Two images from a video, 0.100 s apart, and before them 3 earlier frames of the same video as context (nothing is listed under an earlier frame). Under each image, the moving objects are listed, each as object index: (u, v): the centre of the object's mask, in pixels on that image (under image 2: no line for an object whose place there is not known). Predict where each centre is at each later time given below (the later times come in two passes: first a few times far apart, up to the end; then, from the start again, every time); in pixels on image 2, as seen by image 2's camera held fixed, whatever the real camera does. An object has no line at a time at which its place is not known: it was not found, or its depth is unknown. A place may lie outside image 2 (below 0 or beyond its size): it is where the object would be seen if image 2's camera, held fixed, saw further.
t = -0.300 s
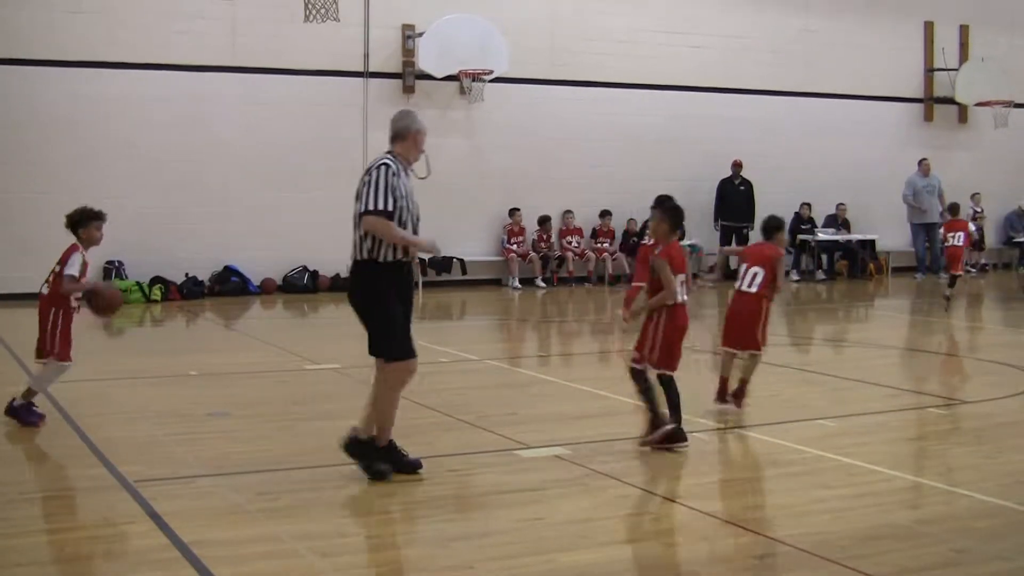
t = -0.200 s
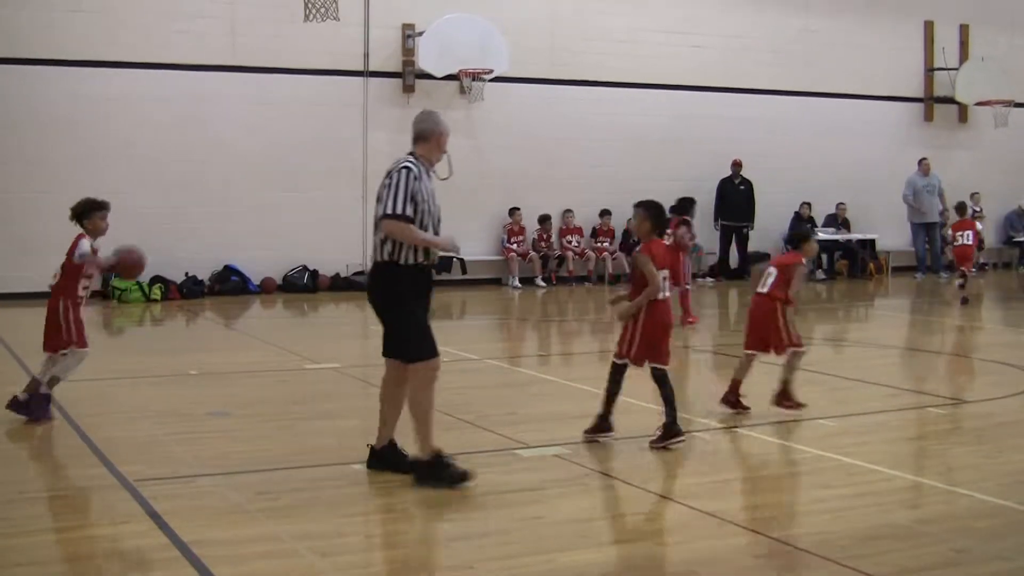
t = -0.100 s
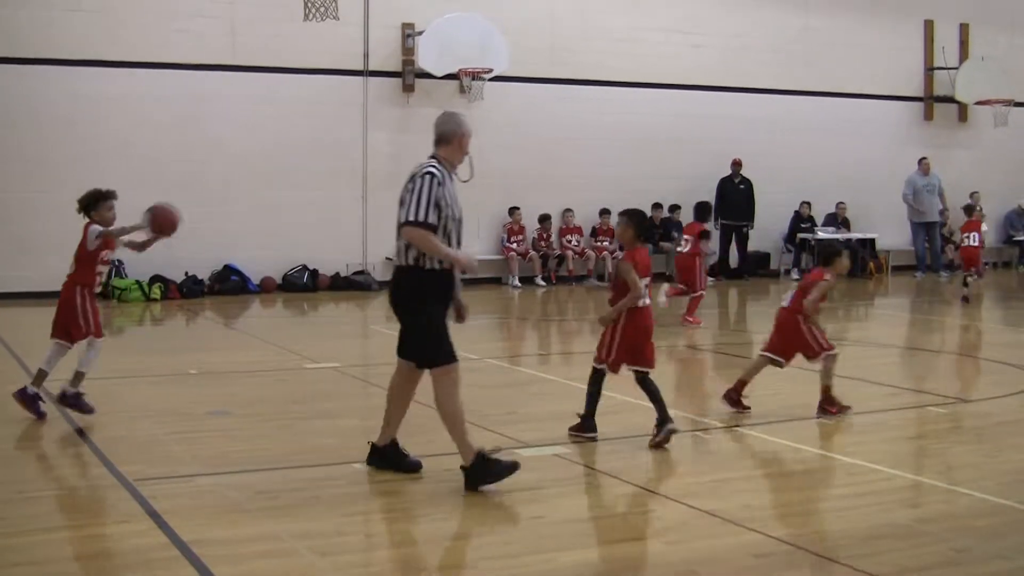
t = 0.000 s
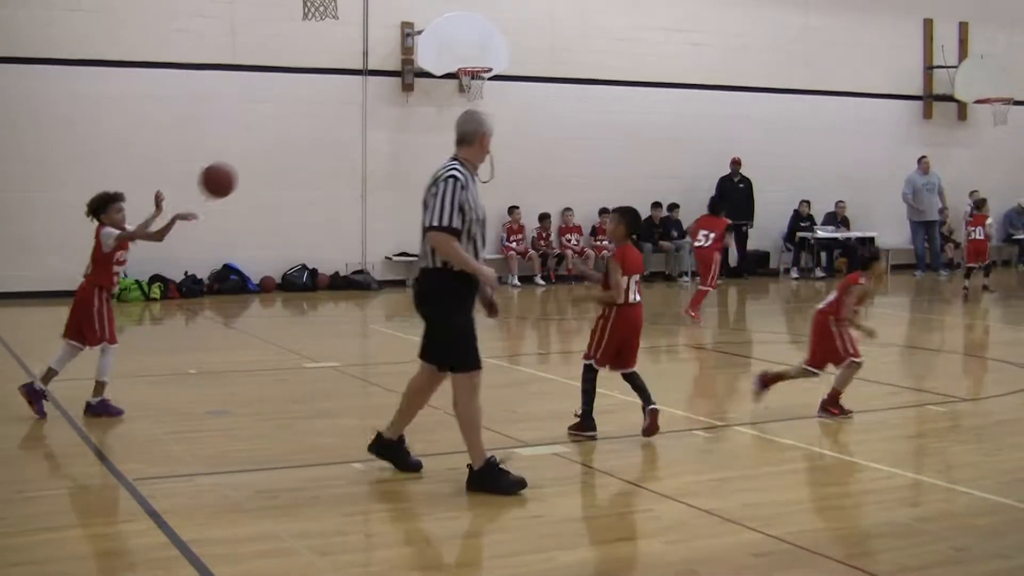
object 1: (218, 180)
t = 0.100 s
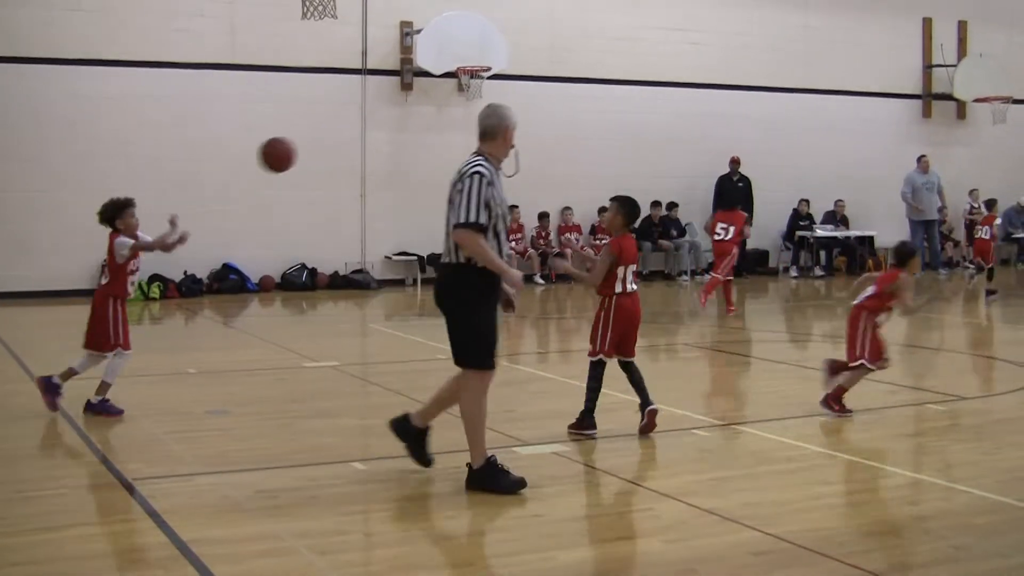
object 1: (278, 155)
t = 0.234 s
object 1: (358, 145)
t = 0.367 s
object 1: (437, 160)
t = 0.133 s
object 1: (298, 150)
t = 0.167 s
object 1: (317, 146)
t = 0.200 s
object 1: (338, 144)
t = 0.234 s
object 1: (358, 145)
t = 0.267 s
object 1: (378, 146)
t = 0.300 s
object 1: (398, 149)
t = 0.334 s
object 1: (417, 154)
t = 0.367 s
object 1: (437, 160)
